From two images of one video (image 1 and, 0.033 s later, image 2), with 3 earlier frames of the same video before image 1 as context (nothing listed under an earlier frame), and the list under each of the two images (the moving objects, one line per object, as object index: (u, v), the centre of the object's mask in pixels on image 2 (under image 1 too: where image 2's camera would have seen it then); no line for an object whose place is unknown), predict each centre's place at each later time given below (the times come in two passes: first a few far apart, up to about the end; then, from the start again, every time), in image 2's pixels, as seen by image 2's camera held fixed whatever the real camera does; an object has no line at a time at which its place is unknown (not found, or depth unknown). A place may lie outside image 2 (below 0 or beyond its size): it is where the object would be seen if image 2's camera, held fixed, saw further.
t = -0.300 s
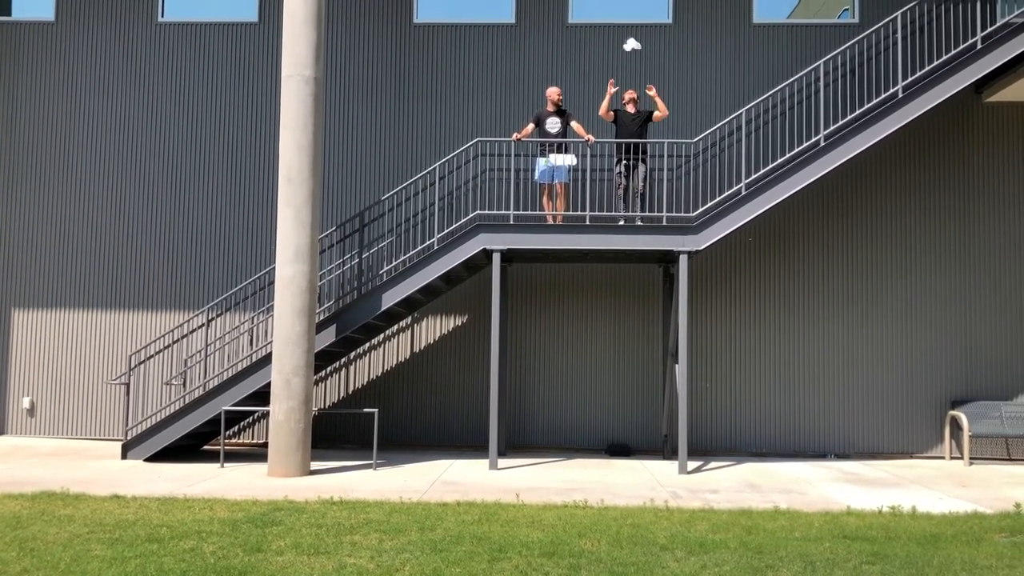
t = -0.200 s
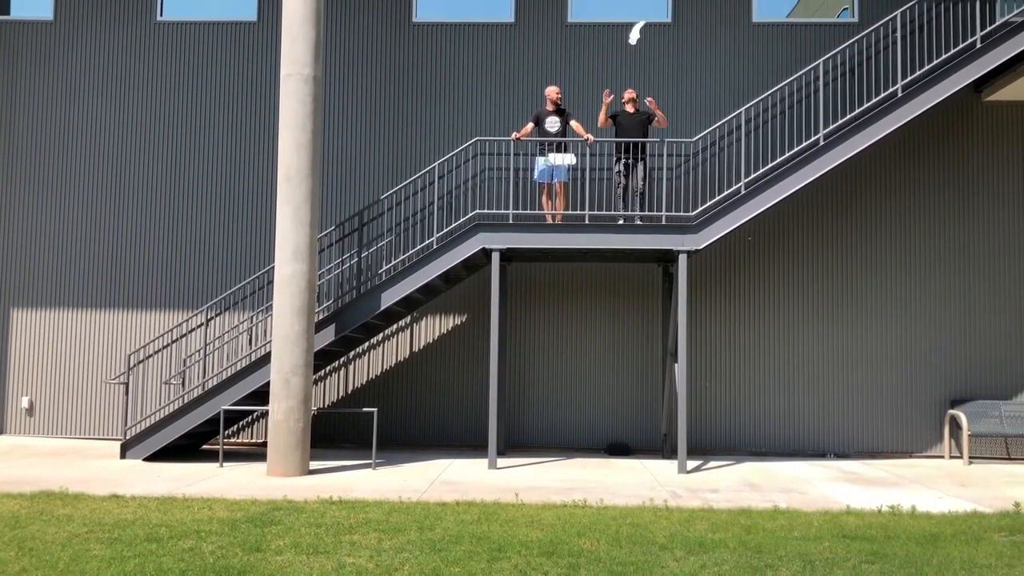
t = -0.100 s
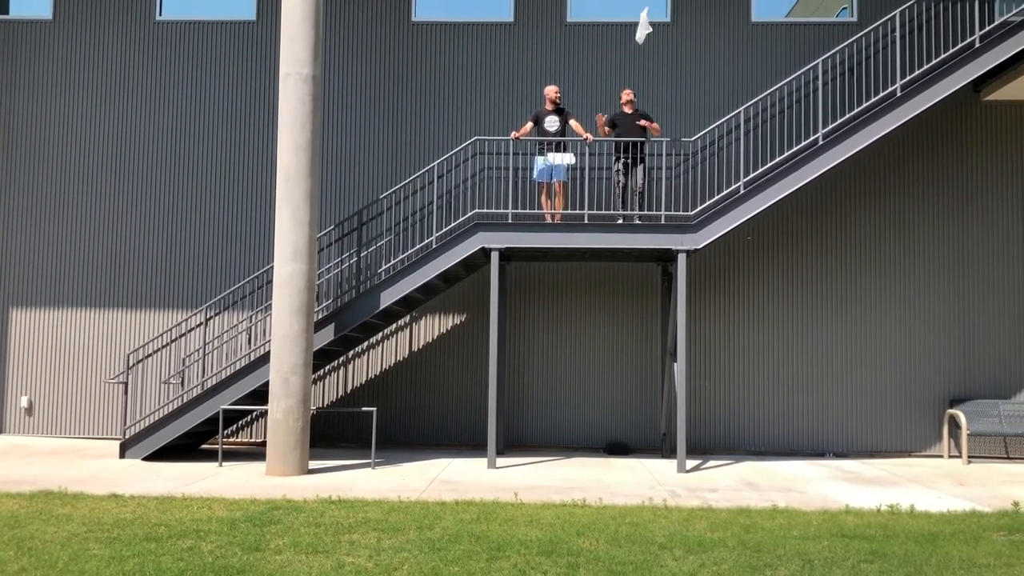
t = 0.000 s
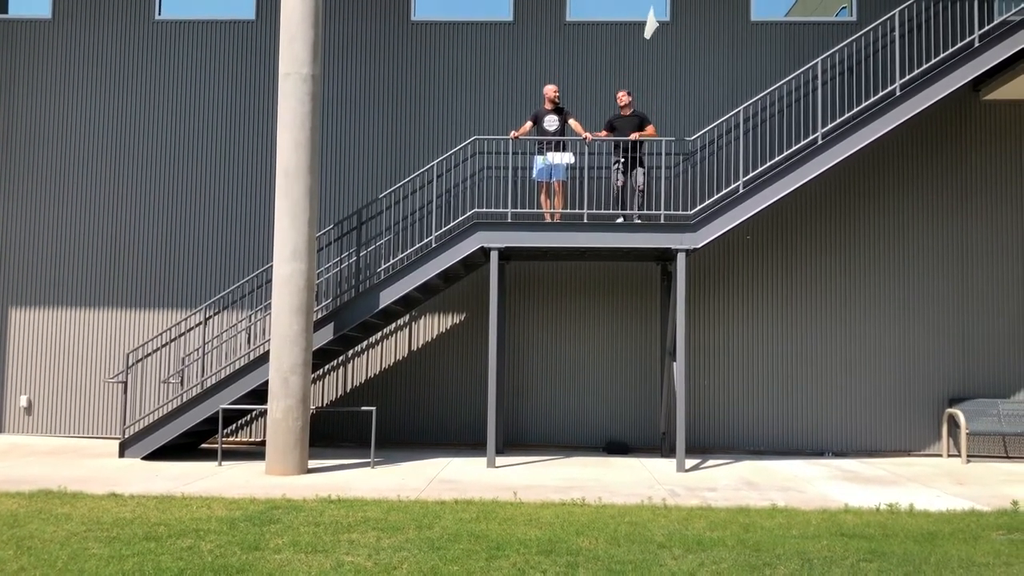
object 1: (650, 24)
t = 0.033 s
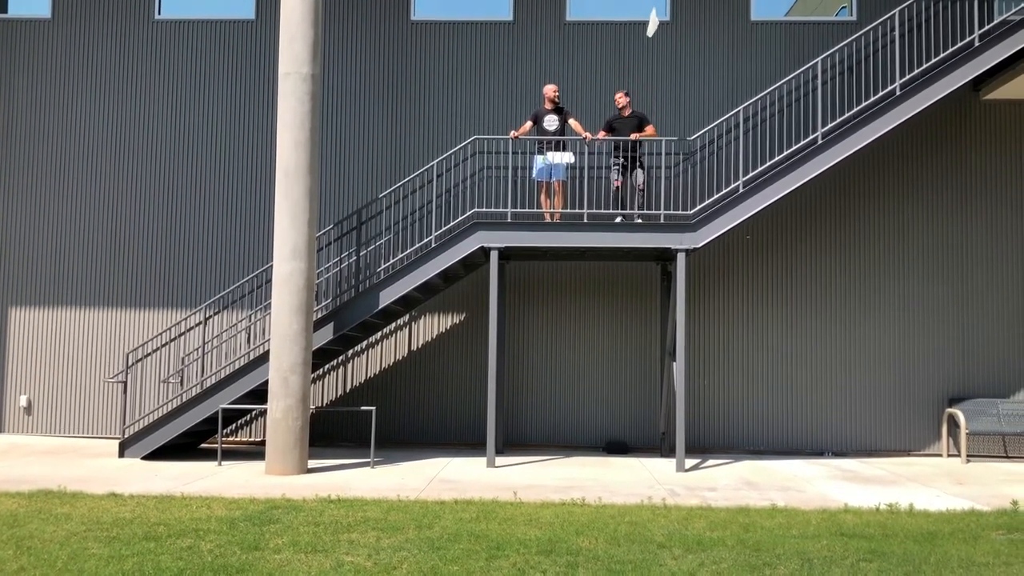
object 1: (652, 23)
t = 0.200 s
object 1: (661, 21)
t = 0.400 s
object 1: (670, 23)
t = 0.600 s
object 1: (676, 27)
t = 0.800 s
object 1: (681, 28)
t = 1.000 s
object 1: (689, 28)
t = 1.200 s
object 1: (701, 28)
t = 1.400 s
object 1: (720, 33)
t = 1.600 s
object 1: (741, 47)
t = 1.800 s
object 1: (750, 72)
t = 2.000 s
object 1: (743, 91)
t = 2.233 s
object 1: (735, 109)
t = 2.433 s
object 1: (731, 129)
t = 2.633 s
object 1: (728, 150)
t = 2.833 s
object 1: (724, 166)
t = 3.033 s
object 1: (724, 185)
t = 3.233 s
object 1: (741, 197)
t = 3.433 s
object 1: (757, 200)
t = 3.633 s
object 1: (768, 204)
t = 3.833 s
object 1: (776, 213)
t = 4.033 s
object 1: (784, 223)
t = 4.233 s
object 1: (787, 238)
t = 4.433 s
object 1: (788, 249)
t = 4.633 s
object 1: (796, 257)
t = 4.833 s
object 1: (810, 266)
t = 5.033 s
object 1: (826, 281)
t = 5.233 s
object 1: (838, 304)
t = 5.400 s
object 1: (847, 324)
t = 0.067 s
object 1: (655, 23)
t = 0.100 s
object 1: (657, 23)
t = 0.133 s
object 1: (658, 22)
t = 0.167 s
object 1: (660, 22)
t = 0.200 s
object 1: (661, 21)
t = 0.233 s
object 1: (663, 20)
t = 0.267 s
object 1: (664, 20)
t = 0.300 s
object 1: (665, 20)
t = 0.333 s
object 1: (667, 21)
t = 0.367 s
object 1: (669, 22)
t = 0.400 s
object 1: (670, 23)
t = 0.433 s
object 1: (671, 24)
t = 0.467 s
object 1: (672, 25)
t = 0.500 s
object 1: (673, 26)
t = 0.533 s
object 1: (674, 26)
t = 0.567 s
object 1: (675, 27)
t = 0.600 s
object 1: (676, 27)
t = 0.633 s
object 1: (676, 27)
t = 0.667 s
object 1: (677, 27)
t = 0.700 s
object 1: (679, 27)
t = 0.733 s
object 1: (680, 27)
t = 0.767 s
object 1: (681, 27)
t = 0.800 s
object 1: (681, 28)
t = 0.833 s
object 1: (682, 28)
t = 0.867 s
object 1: (683, 29)
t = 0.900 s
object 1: (685, 29)
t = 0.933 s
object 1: (686, 28)
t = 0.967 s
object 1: (687, 28)
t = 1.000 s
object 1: (689, 28)
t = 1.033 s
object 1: (691, 28)
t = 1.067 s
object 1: (692, 28)
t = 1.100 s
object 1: (694, 28)
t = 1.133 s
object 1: (696, 28)
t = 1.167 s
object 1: (699, 28)
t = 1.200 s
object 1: (701, 28)
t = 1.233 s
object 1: (704, 28)
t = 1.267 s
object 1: (707, 29)
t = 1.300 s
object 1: (710, 30)
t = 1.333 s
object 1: (713, 31)
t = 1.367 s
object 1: (716, 32)
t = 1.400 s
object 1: (720, 33)
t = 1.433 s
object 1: (723, 35)
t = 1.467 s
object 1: (727, 37)
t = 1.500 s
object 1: (731, 39)
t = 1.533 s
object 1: (734, 41)
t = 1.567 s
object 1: (738, 44)
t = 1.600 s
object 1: (741, 47)
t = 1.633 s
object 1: (744, 51)
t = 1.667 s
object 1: (747, 55)
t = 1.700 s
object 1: (749, 60)
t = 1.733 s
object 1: (749, 64)
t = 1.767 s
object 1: (750, 69)
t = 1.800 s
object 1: (750, 72)
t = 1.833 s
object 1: (749, 76)
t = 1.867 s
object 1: (749, 79)
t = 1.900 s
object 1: (747, 82)
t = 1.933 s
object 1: (746, 85)
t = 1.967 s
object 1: (745, 88)
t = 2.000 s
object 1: (743, 91)
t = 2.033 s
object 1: (742, 93)
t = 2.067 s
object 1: (740, 95)
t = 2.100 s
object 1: (739, 98)
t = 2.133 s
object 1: (737, 101)
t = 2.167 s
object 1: (736, 103)
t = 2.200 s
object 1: (735, 106)
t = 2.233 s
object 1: (735, 109)
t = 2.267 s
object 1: (734, 111)
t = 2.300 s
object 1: (733, 114)
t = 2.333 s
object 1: (732, 118)
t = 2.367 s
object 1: (732, 121)
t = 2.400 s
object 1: (731, 125)
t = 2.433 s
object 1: (731, 129)
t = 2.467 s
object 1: (730, 133)
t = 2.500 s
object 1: (730, 136)
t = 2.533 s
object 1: (729, 140)
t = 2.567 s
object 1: (729, 144)
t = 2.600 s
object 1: (729, 147)
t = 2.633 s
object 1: (728, 150)
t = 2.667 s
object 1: (727, 154)
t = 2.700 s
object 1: (726, 157)
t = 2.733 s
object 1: (725, 159)
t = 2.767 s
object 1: (725, 161)
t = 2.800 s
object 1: (725, 164)
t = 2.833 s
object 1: (724, 166)
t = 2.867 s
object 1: (724, 169)
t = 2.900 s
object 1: (723, 171)
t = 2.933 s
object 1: (723, 175)
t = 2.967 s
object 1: (722, 178)
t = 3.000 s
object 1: (722, 182)
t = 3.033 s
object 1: (724, 185)
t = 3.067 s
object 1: (726, 189)
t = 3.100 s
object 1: (729, 192)
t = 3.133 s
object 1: (732, 194)
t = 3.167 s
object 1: (735, 196)
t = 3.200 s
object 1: (738, 196)
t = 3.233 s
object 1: (741, 197)
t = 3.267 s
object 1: (744, 197)
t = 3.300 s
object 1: (747, 198)
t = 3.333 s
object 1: (750, 198)
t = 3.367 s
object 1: (752, 199)
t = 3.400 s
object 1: (755, 199)
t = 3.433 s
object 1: (757, 200)
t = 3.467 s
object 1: (759, 200)
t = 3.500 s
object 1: (761, 201)
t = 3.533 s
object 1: (763, 202)
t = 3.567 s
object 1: (764, 203)
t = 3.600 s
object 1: (766, 204)
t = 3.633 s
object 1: (768, 204)
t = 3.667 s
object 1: (770, 205)
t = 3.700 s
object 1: (772, 207)
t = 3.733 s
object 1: (773, 208)
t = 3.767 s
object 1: (774, 209)
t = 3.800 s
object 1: (775, 211)
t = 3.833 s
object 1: (776, 213)
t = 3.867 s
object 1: (778, 214)
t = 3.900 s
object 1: (779, 216)
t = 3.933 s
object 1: (781, 218)
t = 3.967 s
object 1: (782, 219)
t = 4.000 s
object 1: (783, 221)
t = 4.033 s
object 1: (784, 223)
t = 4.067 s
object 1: (784, 226)
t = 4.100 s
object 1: (785, 228)
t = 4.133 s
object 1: (786, 231)
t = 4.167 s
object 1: (786, 233)
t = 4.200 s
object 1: (787, 236)
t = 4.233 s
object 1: (787, 238)
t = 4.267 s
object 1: (787, 240)
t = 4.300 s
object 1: (787, 242)
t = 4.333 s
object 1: (787, 244)
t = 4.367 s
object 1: (787, 246)
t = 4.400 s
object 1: (788, 248)
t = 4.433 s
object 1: (788, 249)
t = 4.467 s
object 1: (789, 251)
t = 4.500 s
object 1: (790, 252)
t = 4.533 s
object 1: (791, 253)
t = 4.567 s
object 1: (792, 254)
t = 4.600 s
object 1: (794, 256)
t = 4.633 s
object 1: (796, 257)
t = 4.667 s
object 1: (798, 258)
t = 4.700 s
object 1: (801, 260)
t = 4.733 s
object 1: (803, 261)
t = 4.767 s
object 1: (805, 263)
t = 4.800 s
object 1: (807, 265)
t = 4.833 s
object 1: (810, 266)
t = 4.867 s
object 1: (812, 269)
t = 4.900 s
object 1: (815, 271)
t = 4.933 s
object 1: (818, 273)
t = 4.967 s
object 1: (821, 276)
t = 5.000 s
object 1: (824, 278)
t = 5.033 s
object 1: (826, 281)
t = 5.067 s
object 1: (829, 284)
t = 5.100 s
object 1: (831, 288)
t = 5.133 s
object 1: (833, 291)
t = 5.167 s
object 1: (835, 296)
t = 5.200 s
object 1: (837, 300)
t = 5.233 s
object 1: (838, 304)
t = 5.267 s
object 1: (840, 309)
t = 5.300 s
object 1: (841, 313)
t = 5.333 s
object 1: (843, 317)
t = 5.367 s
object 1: (845, 321)
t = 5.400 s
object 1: (847, 324)
